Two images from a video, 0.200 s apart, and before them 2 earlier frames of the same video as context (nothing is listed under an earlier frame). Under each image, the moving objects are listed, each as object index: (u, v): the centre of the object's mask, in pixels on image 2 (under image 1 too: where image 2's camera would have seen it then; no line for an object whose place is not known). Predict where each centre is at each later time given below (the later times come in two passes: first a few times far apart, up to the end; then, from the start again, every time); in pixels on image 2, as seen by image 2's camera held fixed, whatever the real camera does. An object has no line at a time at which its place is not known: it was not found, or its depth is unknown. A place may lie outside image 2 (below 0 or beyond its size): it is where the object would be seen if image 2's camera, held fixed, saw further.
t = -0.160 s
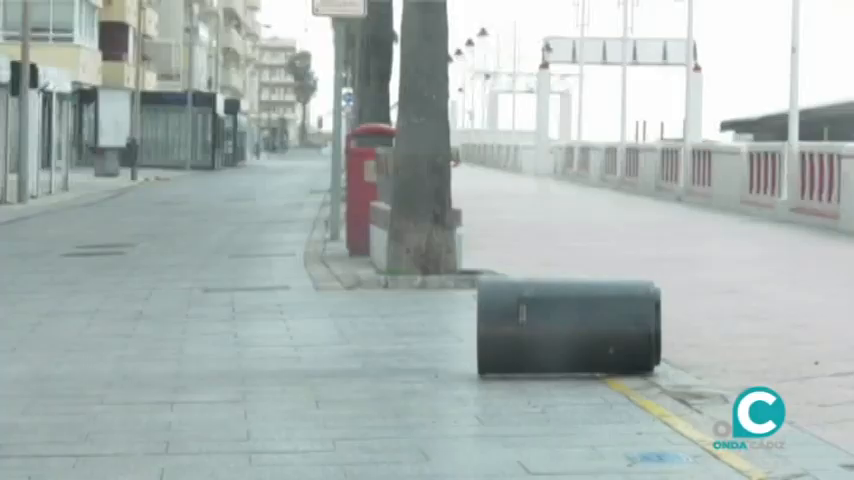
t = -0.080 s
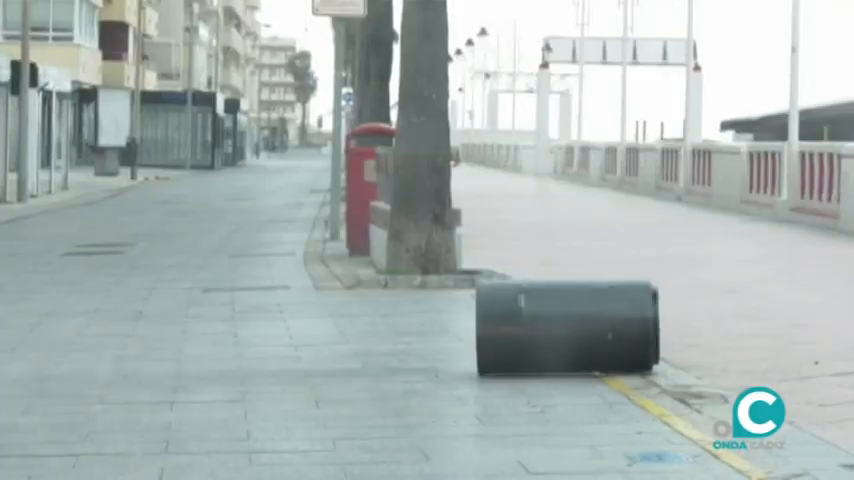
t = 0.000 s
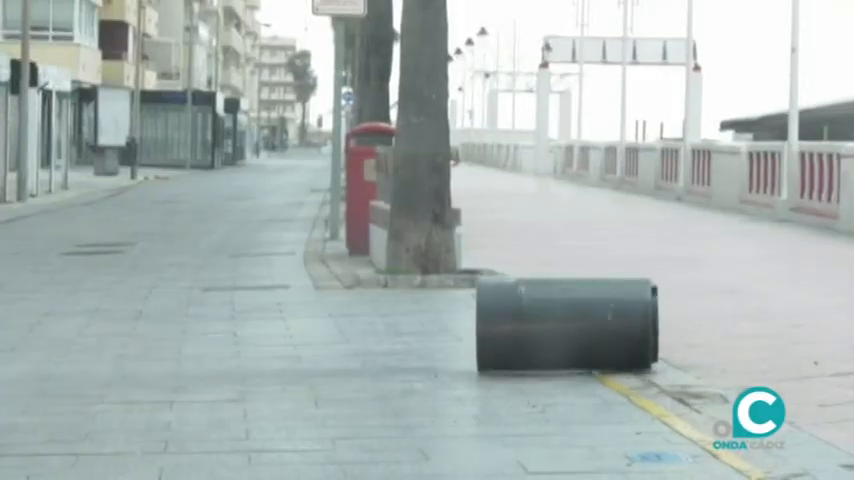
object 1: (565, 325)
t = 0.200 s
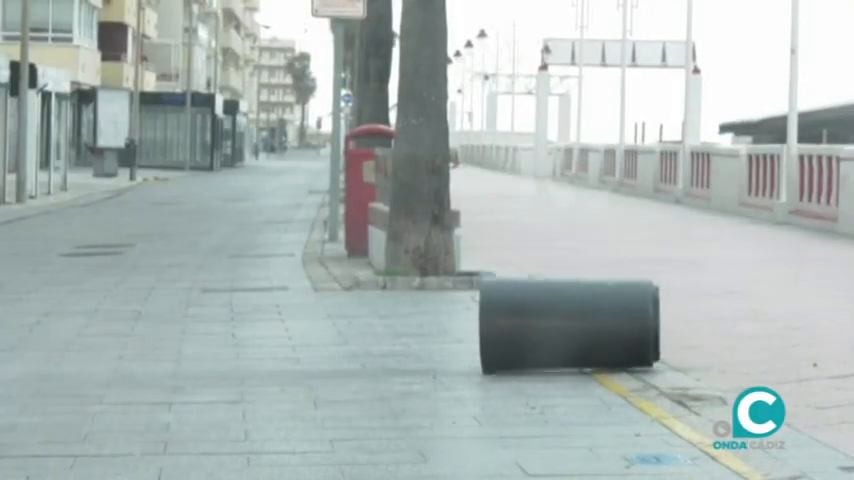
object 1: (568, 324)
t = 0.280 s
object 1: (568, 322)
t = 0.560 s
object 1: (569, 318)
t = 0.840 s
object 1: (569, 314)
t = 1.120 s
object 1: (574, 310)
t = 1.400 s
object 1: (577, 304)
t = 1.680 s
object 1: (576, 298)
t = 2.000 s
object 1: (579, 290)
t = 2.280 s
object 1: (583, 289)
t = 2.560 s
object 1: (592, 282)
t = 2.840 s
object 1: (598, 276)
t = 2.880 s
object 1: (599, 277)
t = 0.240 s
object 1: (568, 324)
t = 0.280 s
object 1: (568, 322)
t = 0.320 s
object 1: (569, 320)
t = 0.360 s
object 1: (569, 320)
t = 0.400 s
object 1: (569, 320)
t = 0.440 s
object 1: (569, 320)
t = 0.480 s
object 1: (568, 320)
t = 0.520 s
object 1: (568, 318)
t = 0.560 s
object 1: (569, 318)
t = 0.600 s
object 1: (569, 318)
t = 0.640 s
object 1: (569, 317)
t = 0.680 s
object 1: (570, 317)
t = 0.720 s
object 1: (570, 316)
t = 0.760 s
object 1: (571, 315)
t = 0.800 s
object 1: (570, 313)
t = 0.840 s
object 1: (569, 314)
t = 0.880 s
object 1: (569, 313)
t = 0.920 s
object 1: (570, 313)
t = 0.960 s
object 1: (570, 314)
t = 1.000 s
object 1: (570, 313)
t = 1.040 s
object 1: (571, 310)
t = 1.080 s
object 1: (572, 309)
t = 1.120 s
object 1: (574, 310)
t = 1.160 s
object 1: (574, 309)
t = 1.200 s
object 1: (575, 308)
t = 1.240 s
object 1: (576, 308)
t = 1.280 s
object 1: (576, 307)
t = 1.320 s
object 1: (576, 307)
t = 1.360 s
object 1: (577, 306)
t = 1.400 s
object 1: (577, 304)
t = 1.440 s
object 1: (576, 303)
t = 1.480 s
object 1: (576, 300)
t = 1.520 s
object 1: (575, 298)
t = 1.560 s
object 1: (575, 298)
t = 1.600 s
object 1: (575, 298)
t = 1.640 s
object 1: (576, 297)
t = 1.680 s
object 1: (576, 298)
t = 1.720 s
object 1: (577, 297)
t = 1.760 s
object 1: (578, 296)
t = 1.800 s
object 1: (578, 295)
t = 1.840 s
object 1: (578, 296)
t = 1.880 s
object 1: (581, 296)
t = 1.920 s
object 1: (579, 294)
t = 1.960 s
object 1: (580, 291)
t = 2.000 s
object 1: (579, 290)
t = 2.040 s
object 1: (579, 290)
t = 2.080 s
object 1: (579, 293)
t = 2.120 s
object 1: (579, 294)
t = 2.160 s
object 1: (580, 292)
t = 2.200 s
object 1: (581, 290)
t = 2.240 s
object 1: (582, 289)
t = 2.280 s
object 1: (583, 289)
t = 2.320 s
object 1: (585, 288)
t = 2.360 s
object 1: (586, 286)
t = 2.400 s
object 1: (586, 284)
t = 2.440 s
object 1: (587, 283)
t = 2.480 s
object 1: (589, 284)
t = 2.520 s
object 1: (590, 285)
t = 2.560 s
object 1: (592, 282)
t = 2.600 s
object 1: (593, 279)
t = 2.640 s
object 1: (594, 280)
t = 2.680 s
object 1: (595, 281)
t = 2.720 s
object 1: (595, 280)
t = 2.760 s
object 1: (597, 278)
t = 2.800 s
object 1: (597, 277)
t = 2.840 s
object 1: (598, 276)
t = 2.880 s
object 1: (599, 277)
